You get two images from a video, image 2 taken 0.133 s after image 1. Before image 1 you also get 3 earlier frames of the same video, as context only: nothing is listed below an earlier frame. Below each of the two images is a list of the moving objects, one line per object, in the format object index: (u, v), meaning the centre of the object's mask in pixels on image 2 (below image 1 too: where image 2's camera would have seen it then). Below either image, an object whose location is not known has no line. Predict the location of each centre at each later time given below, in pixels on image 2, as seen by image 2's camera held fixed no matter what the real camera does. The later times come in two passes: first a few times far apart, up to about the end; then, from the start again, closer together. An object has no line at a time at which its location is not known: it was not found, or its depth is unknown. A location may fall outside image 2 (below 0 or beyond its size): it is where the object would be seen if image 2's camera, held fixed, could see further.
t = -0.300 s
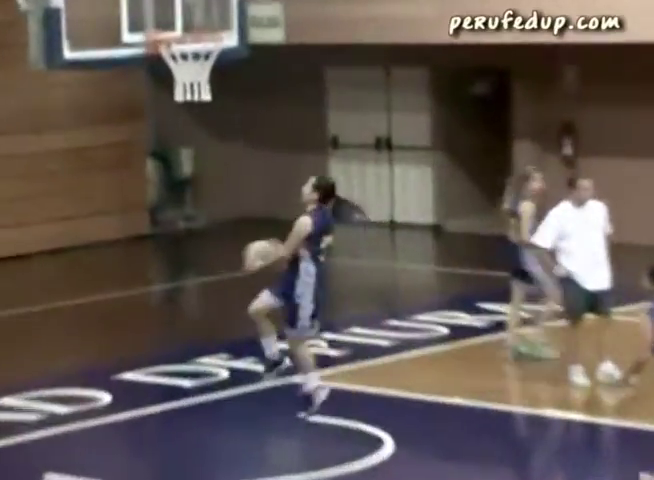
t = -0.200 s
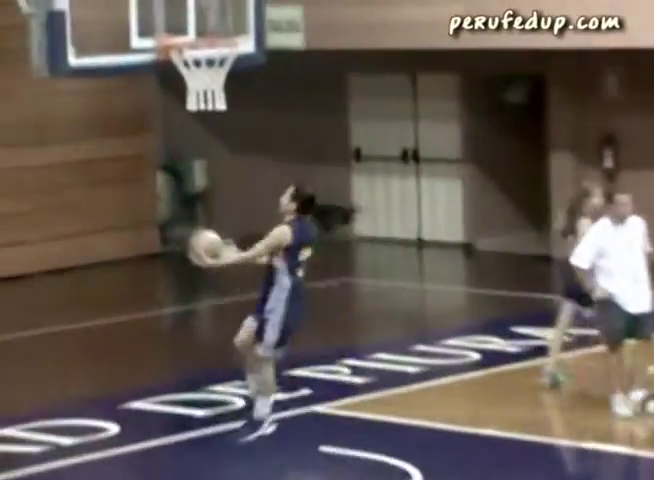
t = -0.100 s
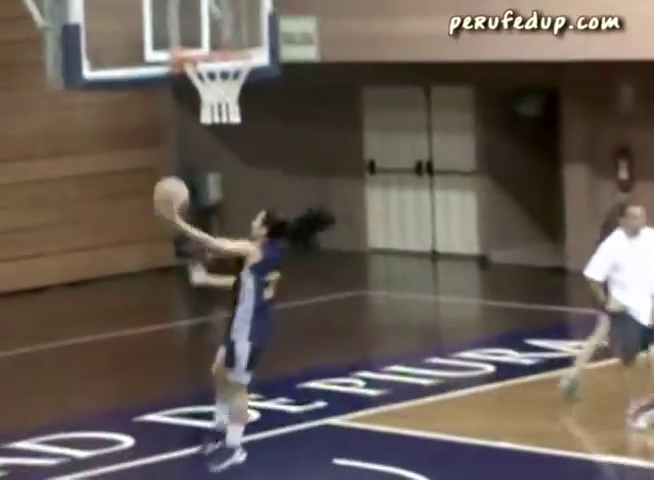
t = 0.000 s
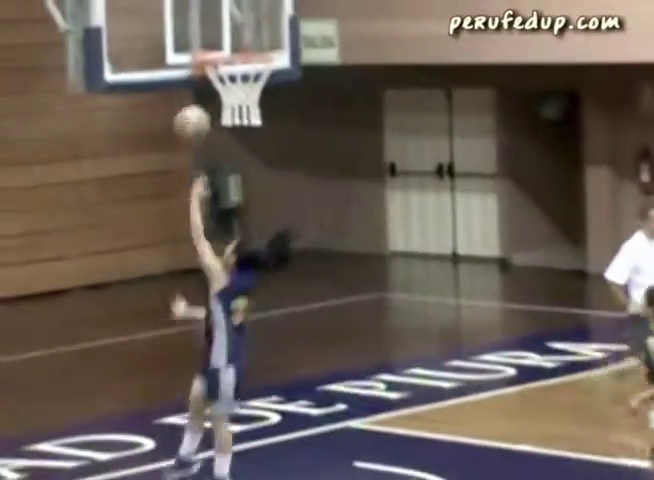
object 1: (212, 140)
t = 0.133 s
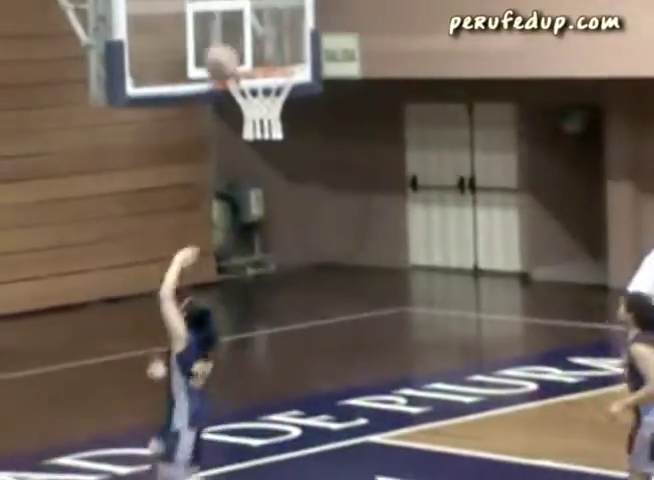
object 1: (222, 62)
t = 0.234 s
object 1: (226, 25)
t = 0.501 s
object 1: (247, -11)
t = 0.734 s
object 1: (273, 42)
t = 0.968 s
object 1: (310, 122)
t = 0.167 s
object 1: (224, 41)
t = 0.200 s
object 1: (225, 30)
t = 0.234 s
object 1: (226, 25)
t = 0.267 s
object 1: (230, 9)
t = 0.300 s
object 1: (232, 0)
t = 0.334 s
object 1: (235, -5)
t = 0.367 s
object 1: (236, -9)
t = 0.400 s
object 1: (238, -12)
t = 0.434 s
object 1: (242, -13)
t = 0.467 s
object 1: (245, -12)
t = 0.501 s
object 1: (247, -11)
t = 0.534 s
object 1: (250, -8)
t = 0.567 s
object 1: (253, -4)
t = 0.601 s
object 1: (255, 2)
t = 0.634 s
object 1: (260, 12)
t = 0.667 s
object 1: (261, 20)
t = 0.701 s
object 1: (265, 29)
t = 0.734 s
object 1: (273, 42)
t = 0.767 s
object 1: (272, 54)
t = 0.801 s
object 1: (273, 64)
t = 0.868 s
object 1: (294, 96)
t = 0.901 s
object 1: (298, 102)
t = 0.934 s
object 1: (303, 112)
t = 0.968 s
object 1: (310, 122)
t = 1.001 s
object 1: (319, 137)
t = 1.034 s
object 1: (327, 152)
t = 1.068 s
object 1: (335, 168)
